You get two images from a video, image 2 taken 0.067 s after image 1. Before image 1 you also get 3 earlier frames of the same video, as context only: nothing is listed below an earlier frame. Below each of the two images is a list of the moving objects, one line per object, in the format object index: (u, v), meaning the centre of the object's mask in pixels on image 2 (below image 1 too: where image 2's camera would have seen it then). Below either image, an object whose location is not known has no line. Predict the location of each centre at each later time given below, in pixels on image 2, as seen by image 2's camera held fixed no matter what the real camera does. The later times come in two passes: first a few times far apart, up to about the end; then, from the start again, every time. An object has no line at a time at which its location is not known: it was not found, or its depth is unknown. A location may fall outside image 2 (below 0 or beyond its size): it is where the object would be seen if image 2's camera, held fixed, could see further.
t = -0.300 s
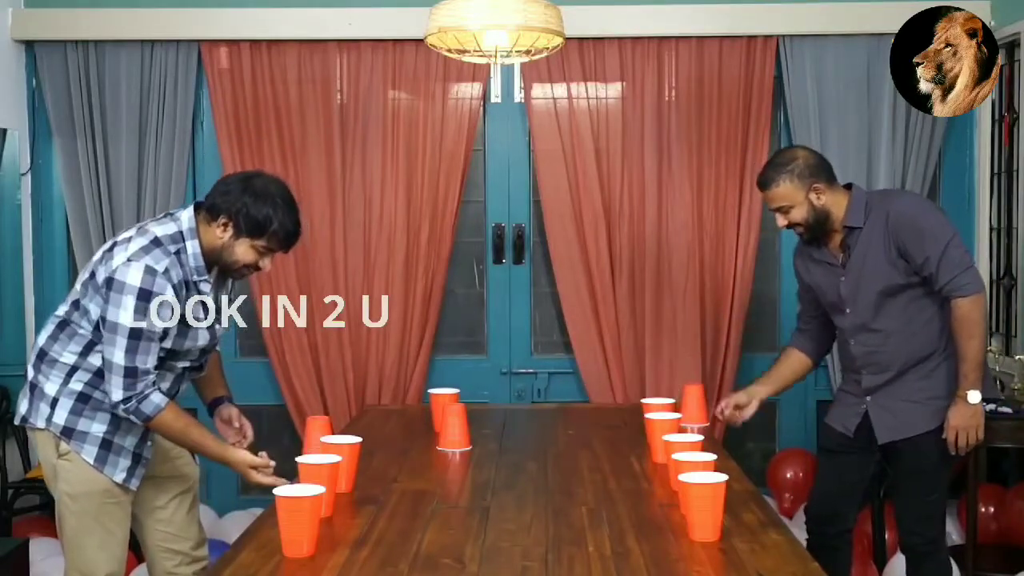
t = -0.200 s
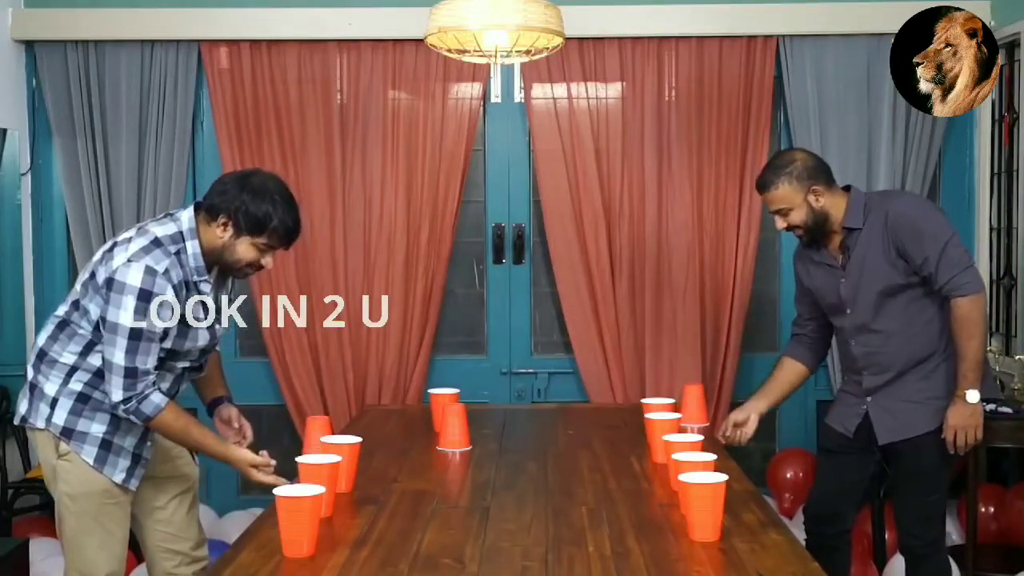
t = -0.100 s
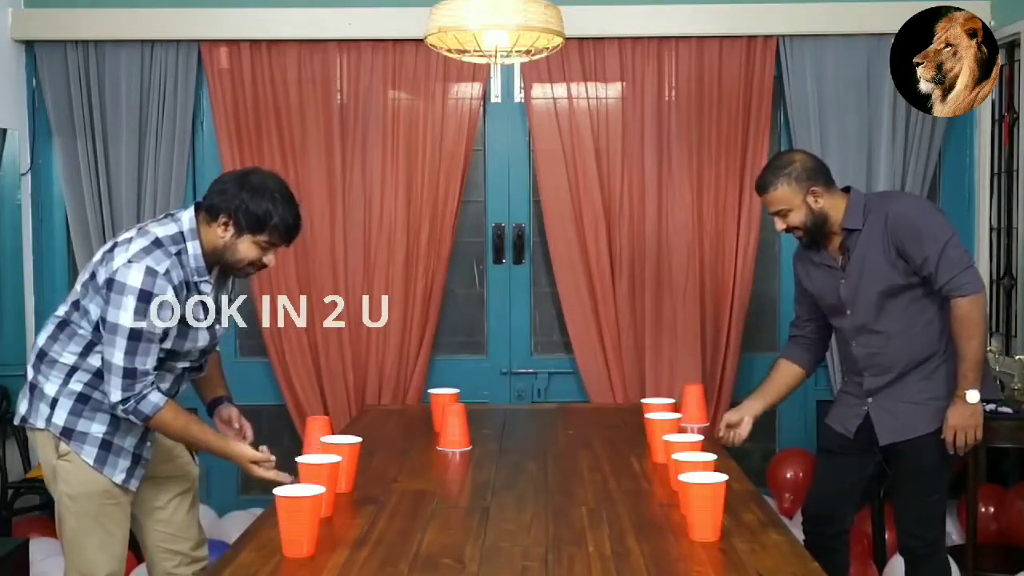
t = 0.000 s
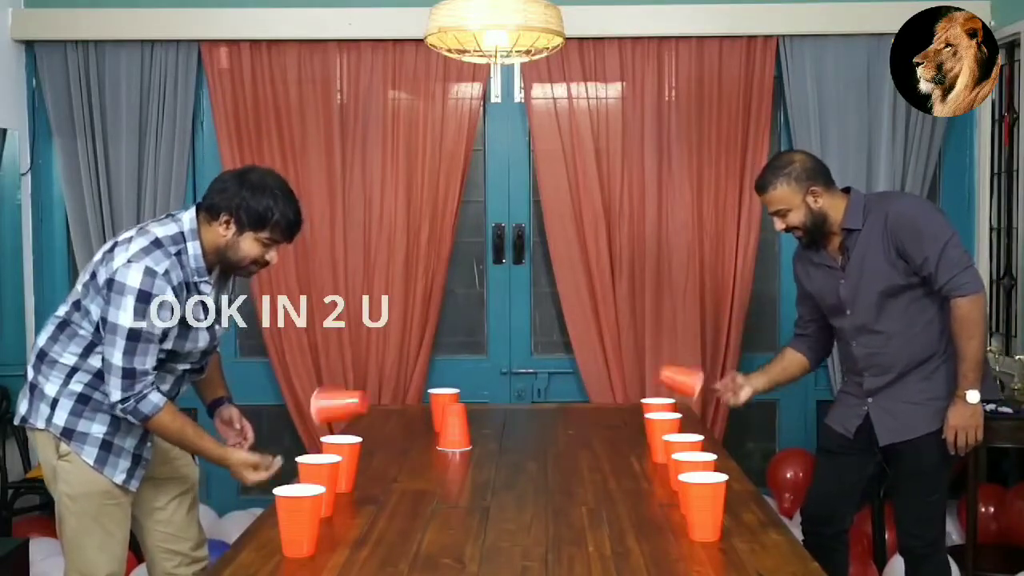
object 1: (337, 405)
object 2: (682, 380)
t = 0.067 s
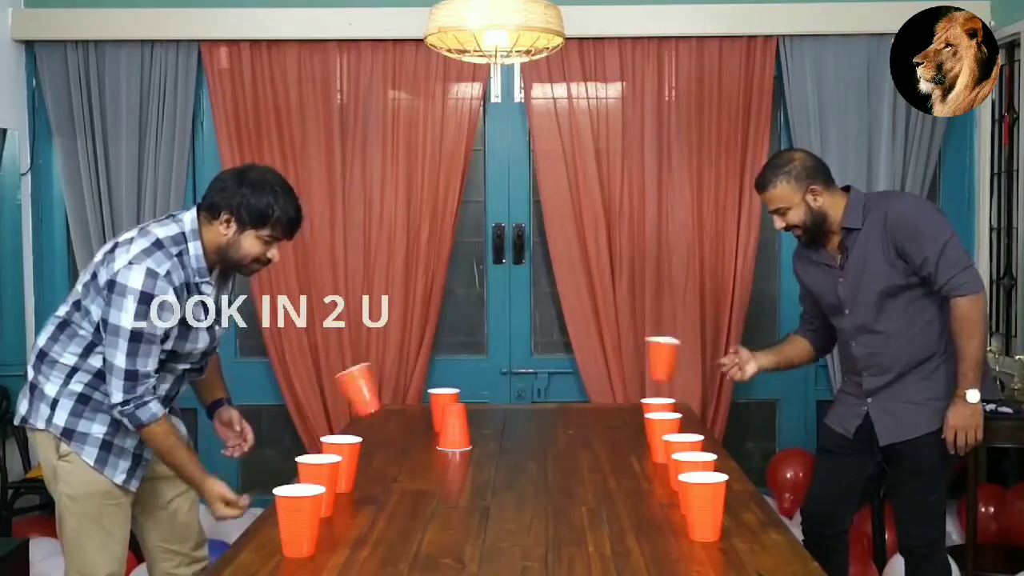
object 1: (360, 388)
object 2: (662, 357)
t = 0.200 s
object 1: (399, 409)
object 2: (628, 357)
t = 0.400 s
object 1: (457, 436)
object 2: (573, 397)
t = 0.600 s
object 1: (511, 443)
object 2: (522, 405)
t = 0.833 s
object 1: (543, 447)
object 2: (479, 406)
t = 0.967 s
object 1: (548, 452)
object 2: (470, 404)
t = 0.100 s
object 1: (369, 388)
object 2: (652, 351)
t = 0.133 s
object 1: (379, 389)
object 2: (644, 350)
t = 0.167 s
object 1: (391, 398)
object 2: (634, 353)
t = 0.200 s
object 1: (399, 409)
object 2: (628, 357)
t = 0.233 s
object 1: (406, 423)
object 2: (622, 363)
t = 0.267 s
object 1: (416, 443)
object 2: (612, 375)
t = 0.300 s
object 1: (424, 440)
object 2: (605, 388)
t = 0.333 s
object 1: (433, 436)
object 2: (598, 403)
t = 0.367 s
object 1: (446, 434)
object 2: (585, 400)
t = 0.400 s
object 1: (457, 436)
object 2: (573, 397)
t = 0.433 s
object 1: (469, 441)
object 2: (563, 399)
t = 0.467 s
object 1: (478, 437)
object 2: (552, 404)
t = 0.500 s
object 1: (486, 439)
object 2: (545, 408)
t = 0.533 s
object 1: (495, 444)
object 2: (537, 405)
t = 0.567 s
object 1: (504, 445)
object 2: (528, 403)
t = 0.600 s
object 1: (511, 443)
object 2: (522, 405)
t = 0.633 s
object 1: (517, 445)
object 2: (516, 407)
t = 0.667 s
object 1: (524, 444)
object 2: (506, 410)
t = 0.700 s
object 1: (529, 445)
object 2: (499, 410)
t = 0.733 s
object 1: (535, 451)
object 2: (493, 407)
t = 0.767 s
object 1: (540, 451)
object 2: (486, 406)
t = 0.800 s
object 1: (541, 449)
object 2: (482, 407)
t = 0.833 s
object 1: (543, 447)
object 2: (479, 406)
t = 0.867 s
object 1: (545, 448)
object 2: (475, 409)
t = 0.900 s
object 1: (546, 451)
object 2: (473, 409)
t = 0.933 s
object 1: (549, 455)
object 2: (472, 407)
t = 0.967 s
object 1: (548, 452)
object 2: (470, 404)
